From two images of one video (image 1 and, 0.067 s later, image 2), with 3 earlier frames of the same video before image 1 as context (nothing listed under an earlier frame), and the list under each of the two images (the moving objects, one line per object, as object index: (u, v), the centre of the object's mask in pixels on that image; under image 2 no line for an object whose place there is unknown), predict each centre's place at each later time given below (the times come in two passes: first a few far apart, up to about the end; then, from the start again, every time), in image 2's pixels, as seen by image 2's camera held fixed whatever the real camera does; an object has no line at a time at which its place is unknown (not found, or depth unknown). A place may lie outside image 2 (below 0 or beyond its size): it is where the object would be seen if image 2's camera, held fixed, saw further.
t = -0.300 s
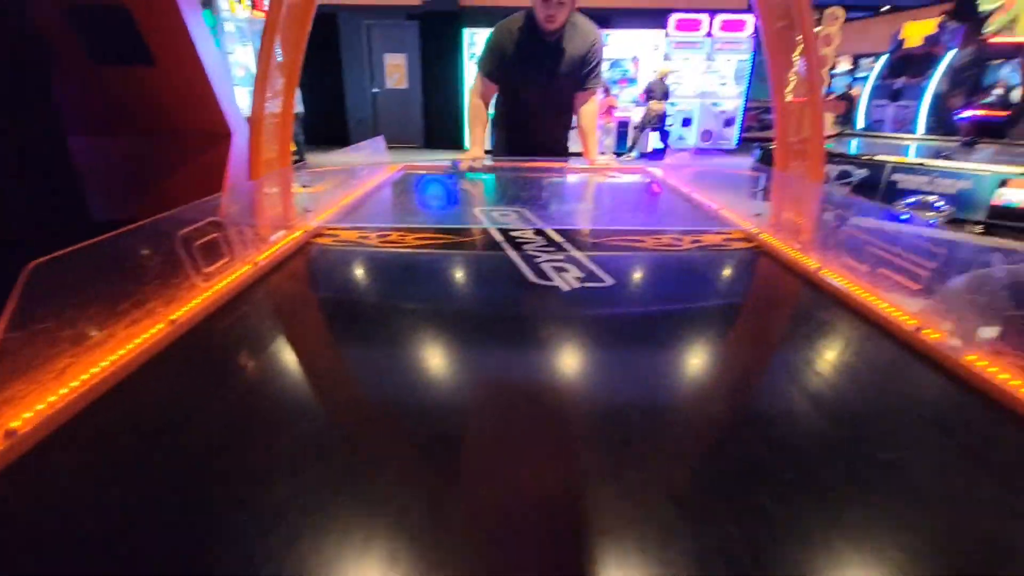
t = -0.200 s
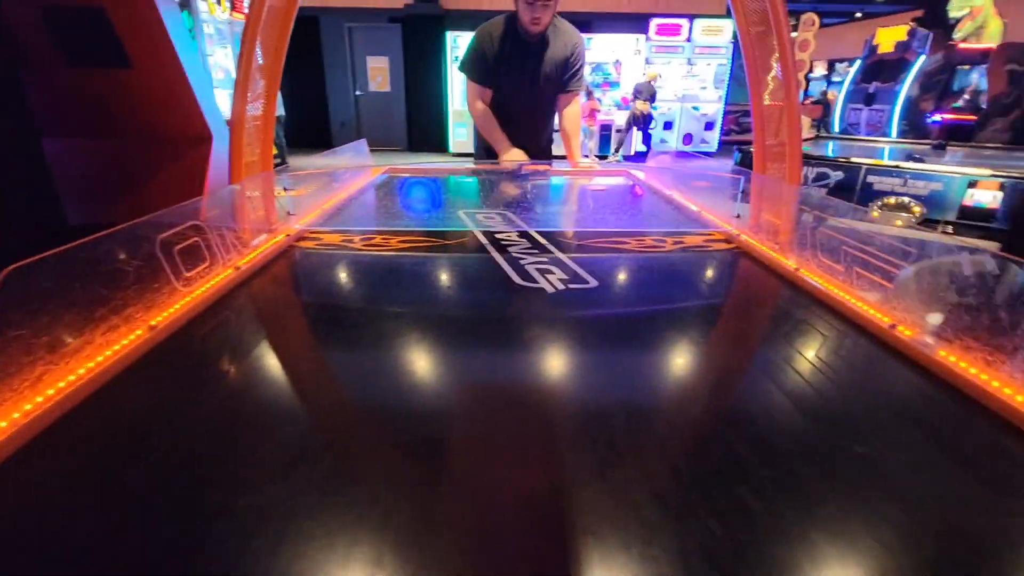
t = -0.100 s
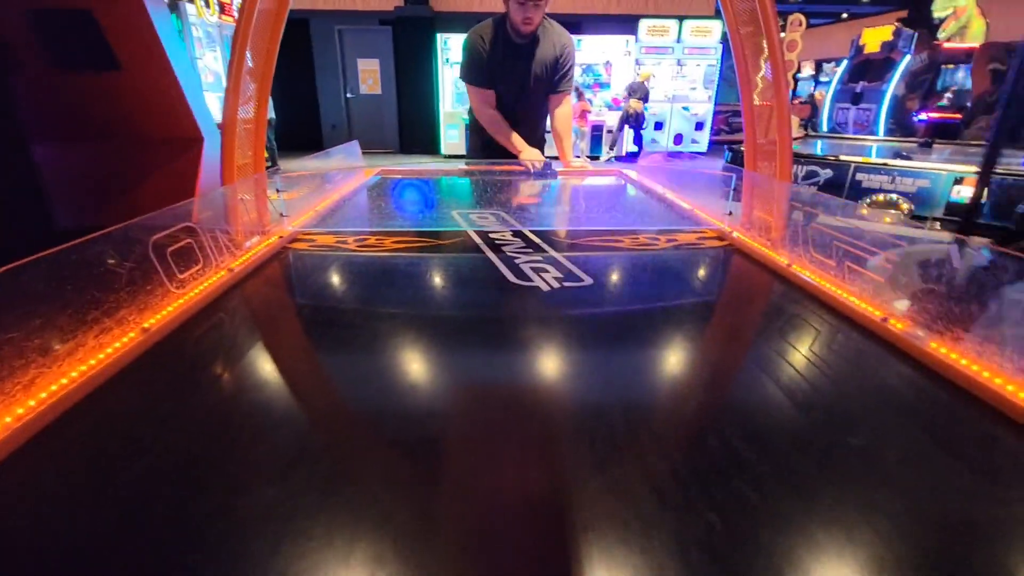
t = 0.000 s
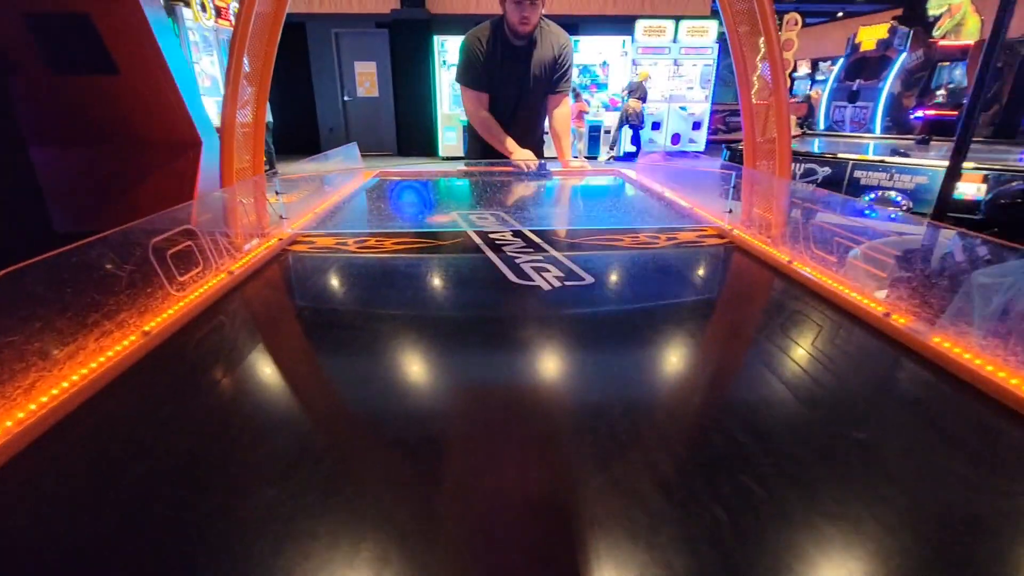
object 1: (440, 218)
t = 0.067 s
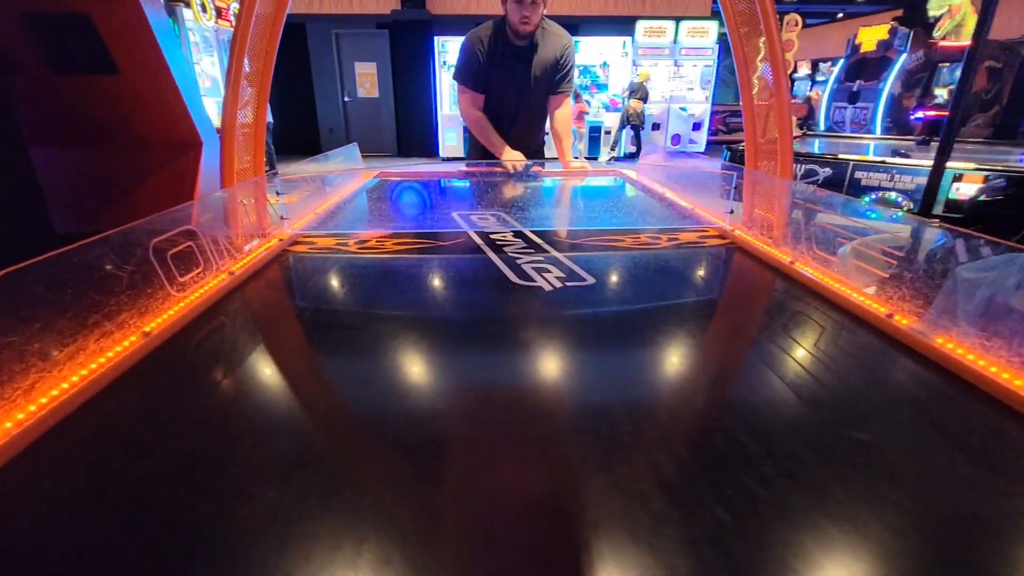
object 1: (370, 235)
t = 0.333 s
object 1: (472, 324)
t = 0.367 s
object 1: (516, 343)
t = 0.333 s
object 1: (472, 324)
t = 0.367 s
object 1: (516, 343)
